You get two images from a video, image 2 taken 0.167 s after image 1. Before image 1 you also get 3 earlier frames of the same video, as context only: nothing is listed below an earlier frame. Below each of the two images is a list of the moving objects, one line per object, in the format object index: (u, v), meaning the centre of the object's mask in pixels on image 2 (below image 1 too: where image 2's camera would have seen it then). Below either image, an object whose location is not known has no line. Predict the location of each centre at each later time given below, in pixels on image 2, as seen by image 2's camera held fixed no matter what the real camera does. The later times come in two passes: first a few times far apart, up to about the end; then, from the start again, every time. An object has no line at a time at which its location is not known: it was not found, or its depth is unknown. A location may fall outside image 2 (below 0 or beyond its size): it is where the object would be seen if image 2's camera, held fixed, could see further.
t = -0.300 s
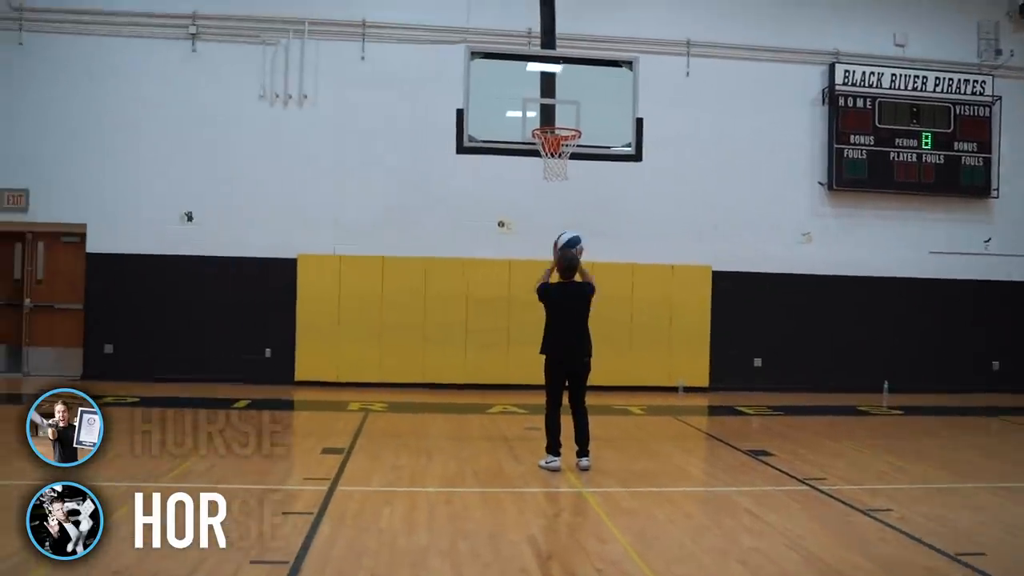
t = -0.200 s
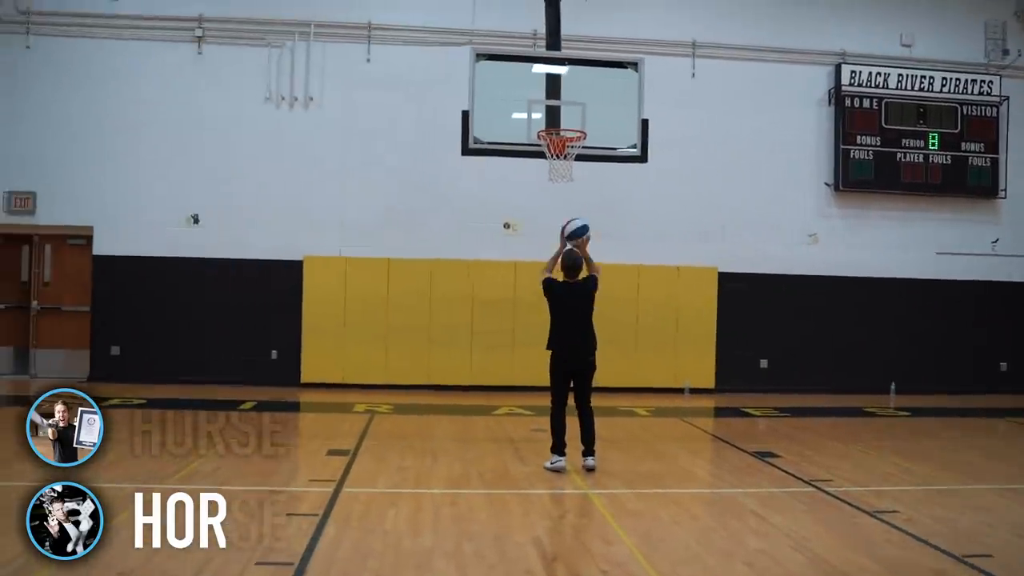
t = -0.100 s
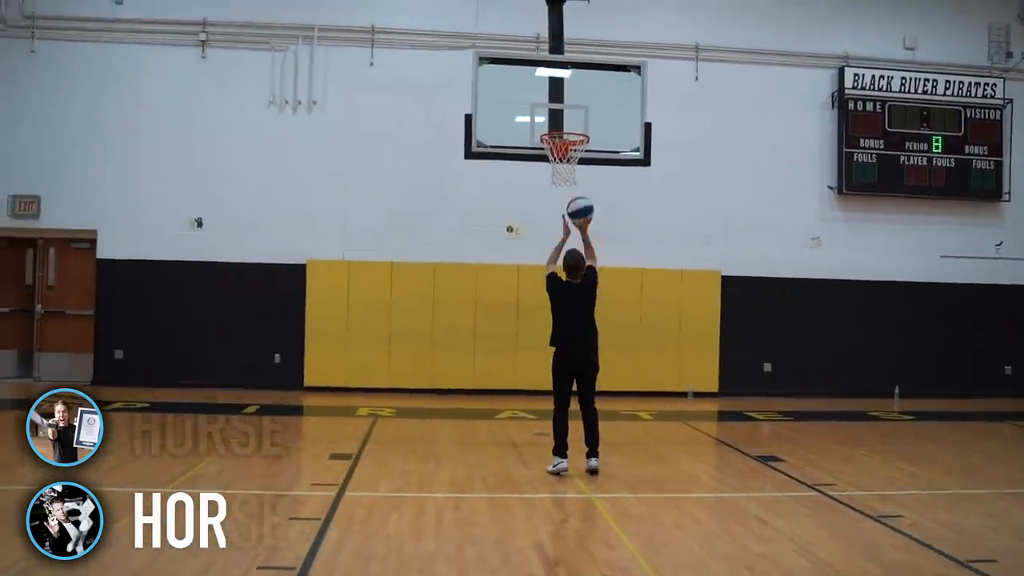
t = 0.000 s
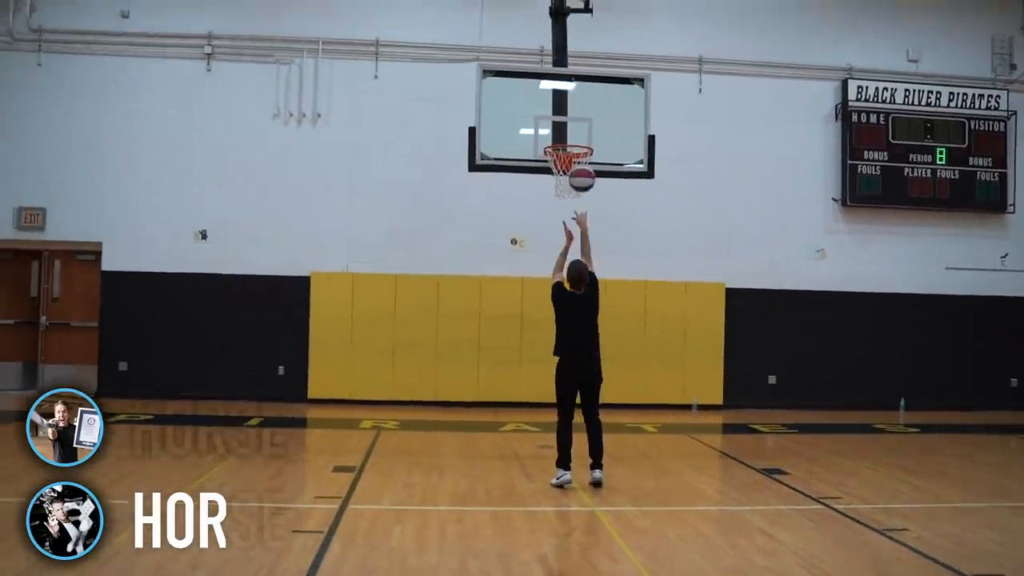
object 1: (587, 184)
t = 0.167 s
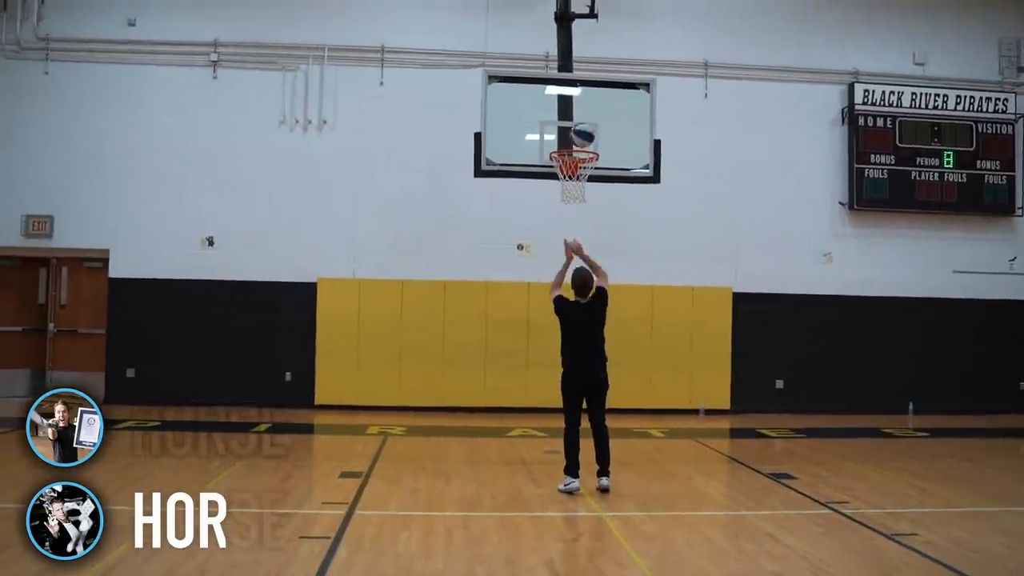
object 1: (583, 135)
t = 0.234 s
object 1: (581, 125)
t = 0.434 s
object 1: (574, 123)
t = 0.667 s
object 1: (573, 135)
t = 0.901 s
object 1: (591, 127)
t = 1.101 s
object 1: (607, 164)
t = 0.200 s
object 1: (581, 129)
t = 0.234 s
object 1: (581, 125)
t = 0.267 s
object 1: (579, 122)
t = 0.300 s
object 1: (578, 119)
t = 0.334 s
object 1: (577, 118)
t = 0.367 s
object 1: (576, 119)
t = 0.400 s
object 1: (574, 121)
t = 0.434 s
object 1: (574, 123)
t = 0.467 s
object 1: (572, 126)
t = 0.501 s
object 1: (571, 131)
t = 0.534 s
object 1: (570, 136)
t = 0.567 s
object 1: (569, 140)
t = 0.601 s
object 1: (569, 143)
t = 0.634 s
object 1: (572, 139)
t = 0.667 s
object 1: (573, 135)
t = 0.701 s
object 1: (576, 132)
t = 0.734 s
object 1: (578, 128)
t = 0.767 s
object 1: (581, 126)
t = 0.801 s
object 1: (583, 125)
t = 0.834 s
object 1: (586, 124)
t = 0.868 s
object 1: (589, 125)
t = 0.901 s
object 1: (591, 127)
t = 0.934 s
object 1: (594, 130)
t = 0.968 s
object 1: (596, 135)
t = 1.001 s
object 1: (599, 140)
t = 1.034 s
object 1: (602, 147)
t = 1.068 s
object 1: (604, 155)
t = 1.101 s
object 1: (607, 164)
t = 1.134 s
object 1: (610, 175)
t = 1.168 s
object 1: (612, 187)
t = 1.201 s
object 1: (615, 200)
